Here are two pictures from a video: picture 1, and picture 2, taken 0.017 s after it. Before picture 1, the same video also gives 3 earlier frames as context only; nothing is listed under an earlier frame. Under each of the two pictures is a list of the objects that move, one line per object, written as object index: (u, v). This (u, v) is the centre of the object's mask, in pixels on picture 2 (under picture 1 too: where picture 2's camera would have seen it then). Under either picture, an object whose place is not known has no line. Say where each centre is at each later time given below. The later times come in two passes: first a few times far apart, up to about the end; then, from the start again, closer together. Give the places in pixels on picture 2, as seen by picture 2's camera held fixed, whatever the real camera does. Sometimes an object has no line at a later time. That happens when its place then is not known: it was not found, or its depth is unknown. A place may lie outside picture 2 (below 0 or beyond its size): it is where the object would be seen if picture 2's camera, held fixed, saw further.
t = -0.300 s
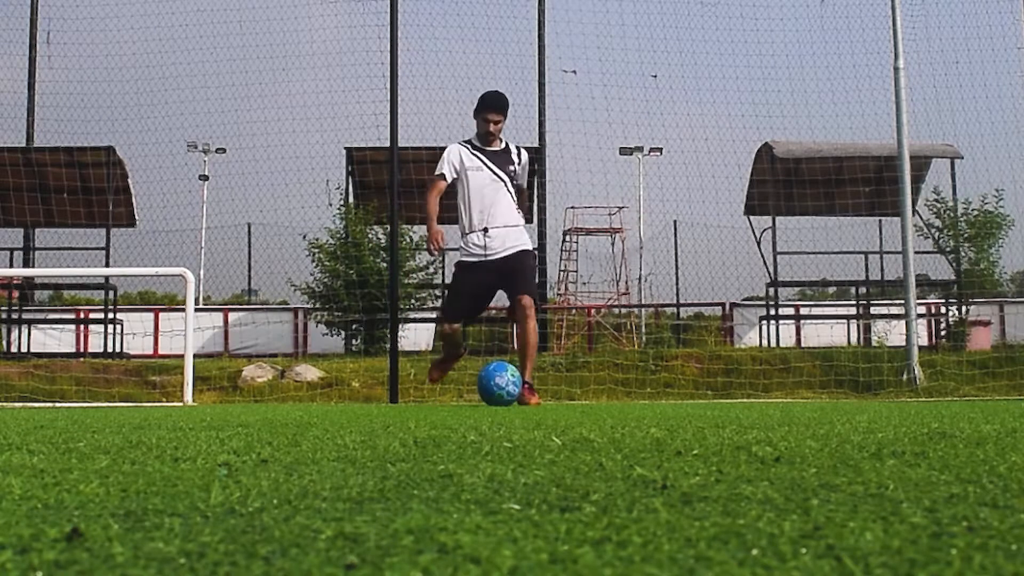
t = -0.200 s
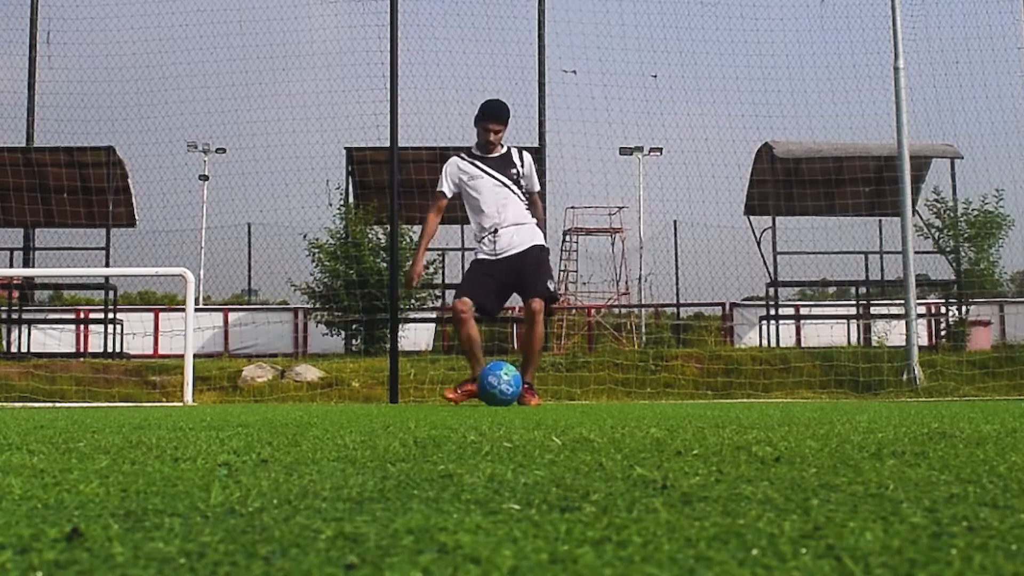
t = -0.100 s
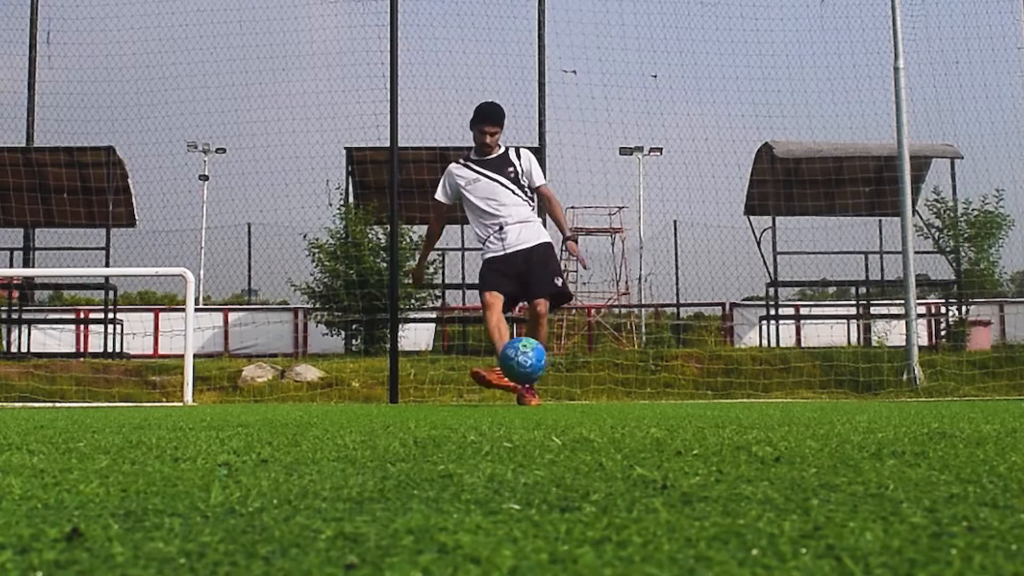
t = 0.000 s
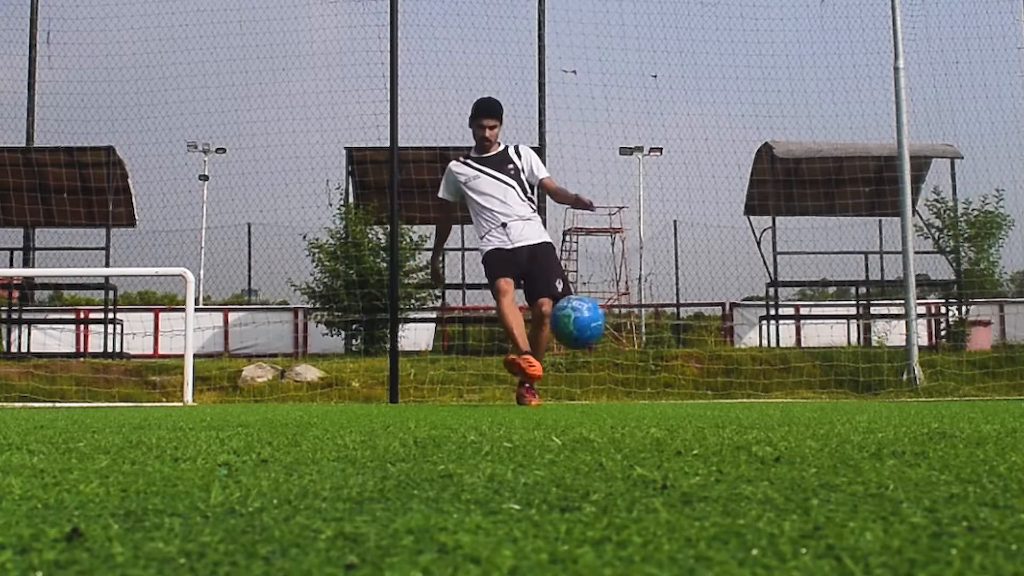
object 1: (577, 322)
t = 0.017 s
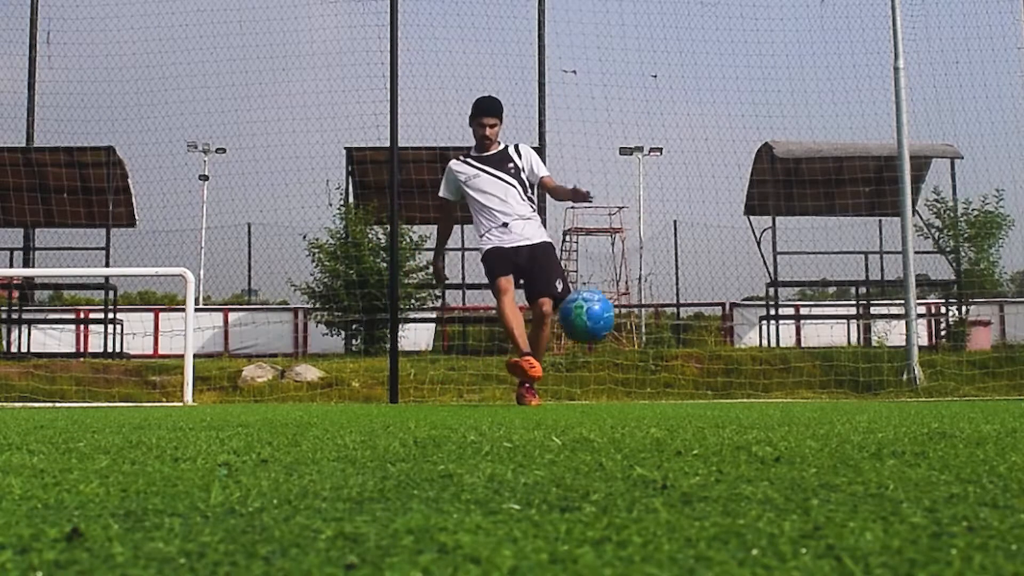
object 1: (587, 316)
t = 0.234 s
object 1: (727, 285)
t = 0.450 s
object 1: (756, 353)
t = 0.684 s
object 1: (621, 354)
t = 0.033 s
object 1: (597, 311)
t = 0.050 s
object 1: (607, 306)
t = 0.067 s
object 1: (618, 302)
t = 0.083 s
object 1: (629, 298)
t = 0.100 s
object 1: (641, 294)
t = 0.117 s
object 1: (652, 291)
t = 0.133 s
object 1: (663, 288)
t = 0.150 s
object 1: (674, 286)
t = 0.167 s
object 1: (685, 285)
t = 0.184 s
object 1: (695, 284)
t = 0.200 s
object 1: (706, 283)
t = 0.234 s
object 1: (727, 285)
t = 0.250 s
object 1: (736, 287)
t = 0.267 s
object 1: (744, 289)
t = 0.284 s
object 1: (752, 292)
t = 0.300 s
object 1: (758, 296)
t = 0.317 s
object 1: (763, 300)
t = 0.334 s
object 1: (767, 305)
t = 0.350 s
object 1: (770, 311)
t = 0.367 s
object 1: (771, 317)
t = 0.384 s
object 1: (771, 323)
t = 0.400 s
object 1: (770, 330)
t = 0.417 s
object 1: (767, 337)
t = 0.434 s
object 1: (762, 345)
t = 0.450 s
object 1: (756, 353)
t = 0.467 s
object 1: (749, 361)
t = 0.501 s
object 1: (732, 377)
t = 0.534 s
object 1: (714, 371)
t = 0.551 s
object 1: (704, 366)
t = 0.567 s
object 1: (695, 363)
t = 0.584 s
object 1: (685, 360)
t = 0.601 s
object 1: (675, 358)
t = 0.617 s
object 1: (664, 357)
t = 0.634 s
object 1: (653, 355)
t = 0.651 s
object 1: (643, 354)
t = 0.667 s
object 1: (632, 354)
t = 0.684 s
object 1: (621, 354)
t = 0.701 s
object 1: (611, 355)
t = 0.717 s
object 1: (601, 356)
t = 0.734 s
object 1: (592, 358)
